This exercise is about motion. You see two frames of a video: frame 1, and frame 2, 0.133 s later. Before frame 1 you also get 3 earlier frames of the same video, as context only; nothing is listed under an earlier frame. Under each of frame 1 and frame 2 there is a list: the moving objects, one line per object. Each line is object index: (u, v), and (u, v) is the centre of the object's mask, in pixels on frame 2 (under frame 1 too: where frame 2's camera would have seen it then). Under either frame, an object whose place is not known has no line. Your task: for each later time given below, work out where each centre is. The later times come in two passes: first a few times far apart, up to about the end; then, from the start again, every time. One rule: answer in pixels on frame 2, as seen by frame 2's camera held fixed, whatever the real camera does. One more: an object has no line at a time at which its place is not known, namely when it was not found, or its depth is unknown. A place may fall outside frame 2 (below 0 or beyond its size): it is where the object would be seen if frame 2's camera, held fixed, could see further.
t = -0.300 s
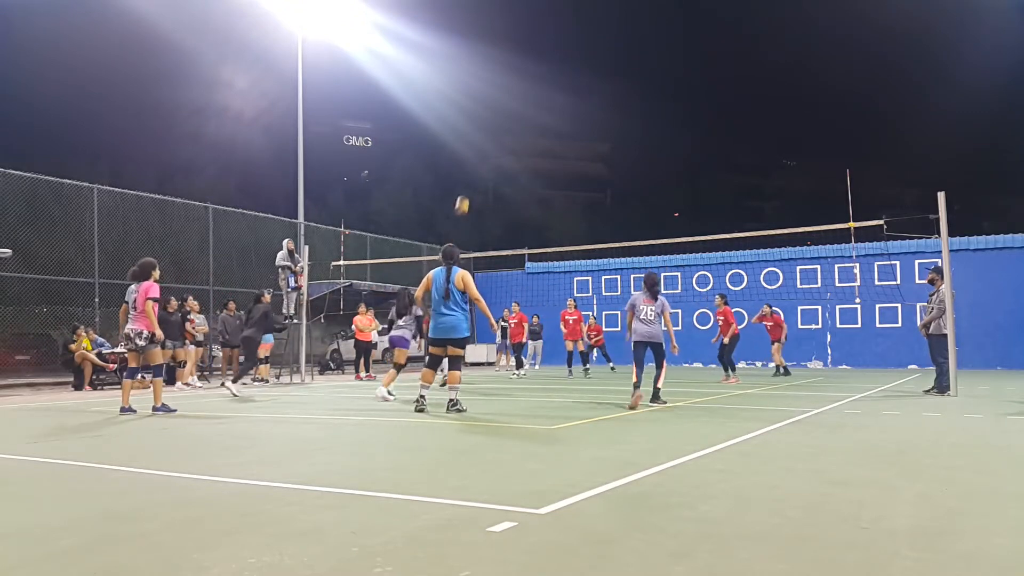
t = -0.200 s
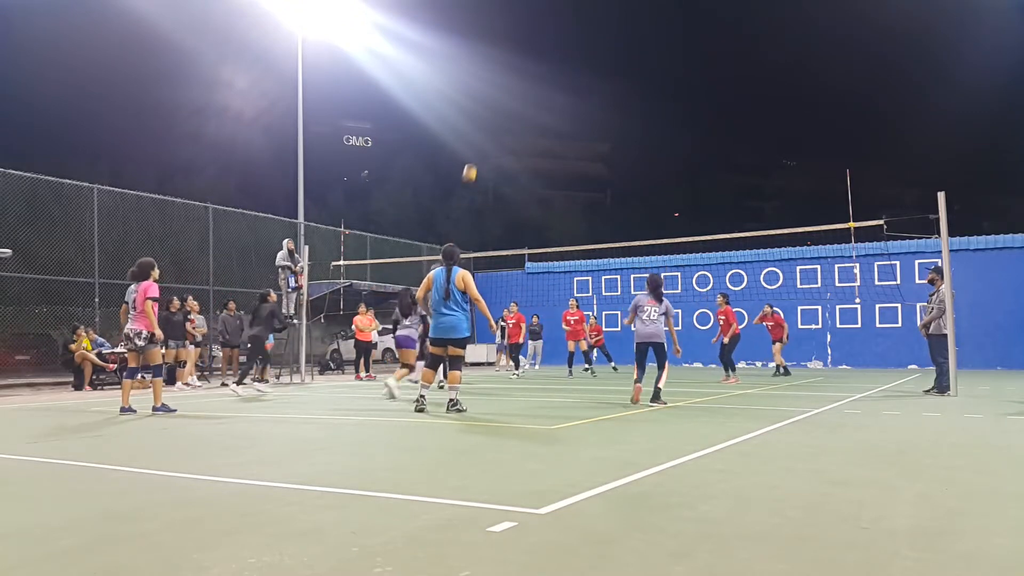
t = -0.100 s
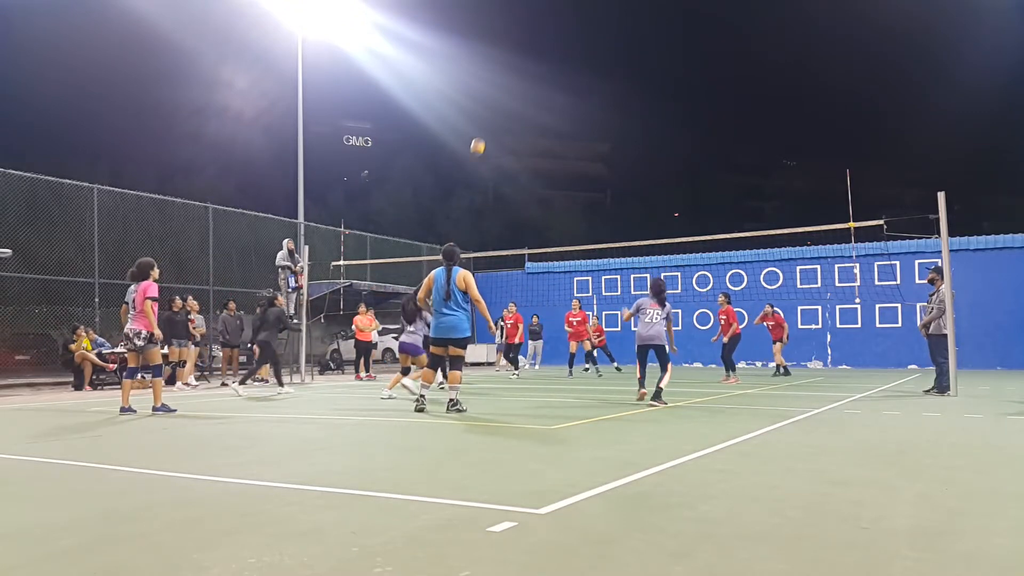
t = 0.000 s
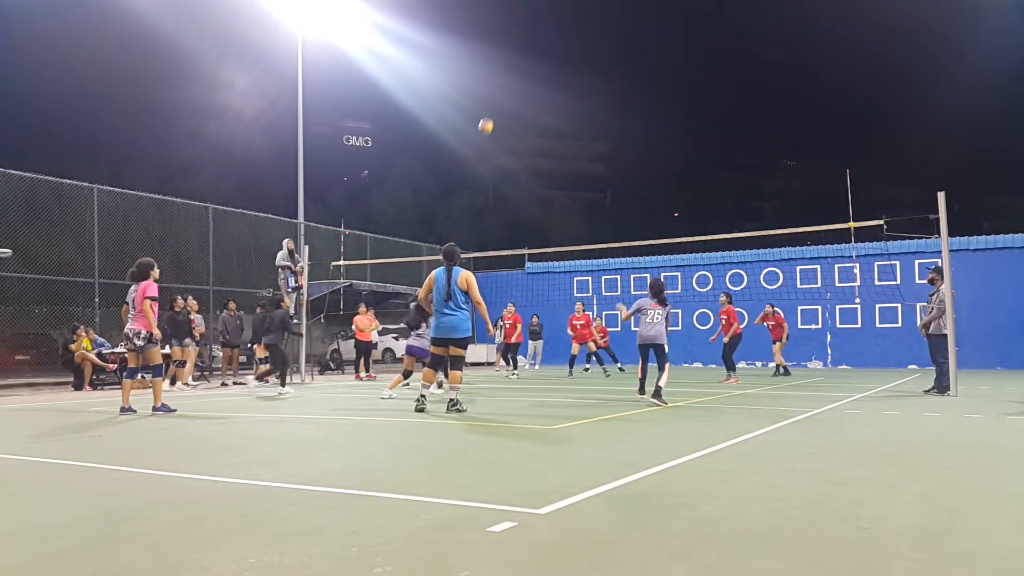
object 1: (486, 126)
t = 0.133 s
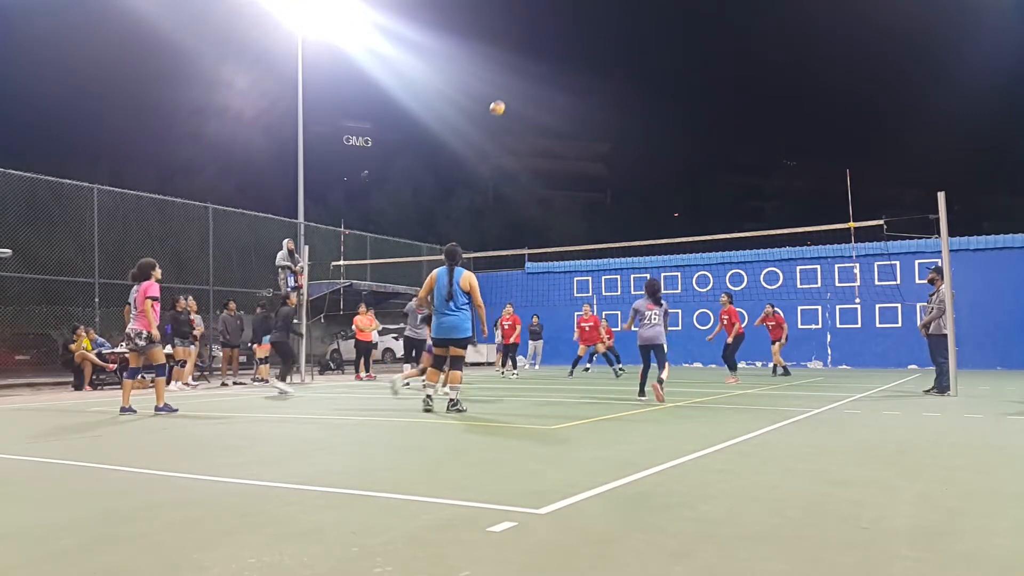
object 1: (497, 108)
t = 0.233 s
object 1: (506, 101)
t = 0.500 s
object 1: (531, 115)
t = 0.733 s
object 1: (556, 168)
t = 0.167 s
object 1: (500, 105)
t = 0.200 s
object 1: (503, 103)
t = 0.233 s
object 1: (506, 101)
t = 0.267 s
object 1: (509, 101)
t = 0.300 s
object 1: (512, 101)
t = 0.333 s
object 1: (516, 101)
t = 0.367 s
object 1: (519, 103)
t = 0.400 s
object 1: (522, 105)
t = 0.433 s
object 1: (525, 107)
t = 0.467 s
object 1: (528, 111)
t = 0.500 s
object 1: (531, 115)
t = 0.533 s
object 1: (534, 120)
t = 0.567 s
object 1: (538, 126)
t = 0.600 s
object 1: (542, 133)
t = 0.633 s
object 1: (545, 140)
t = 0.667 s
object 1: (549, 148)
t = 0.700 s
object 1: (552, 157)
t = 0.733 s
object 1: (556, 168)
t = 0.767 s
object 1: (560, 178)
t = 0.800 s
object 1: (563, 189)
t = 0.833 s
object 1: (567, 202)
